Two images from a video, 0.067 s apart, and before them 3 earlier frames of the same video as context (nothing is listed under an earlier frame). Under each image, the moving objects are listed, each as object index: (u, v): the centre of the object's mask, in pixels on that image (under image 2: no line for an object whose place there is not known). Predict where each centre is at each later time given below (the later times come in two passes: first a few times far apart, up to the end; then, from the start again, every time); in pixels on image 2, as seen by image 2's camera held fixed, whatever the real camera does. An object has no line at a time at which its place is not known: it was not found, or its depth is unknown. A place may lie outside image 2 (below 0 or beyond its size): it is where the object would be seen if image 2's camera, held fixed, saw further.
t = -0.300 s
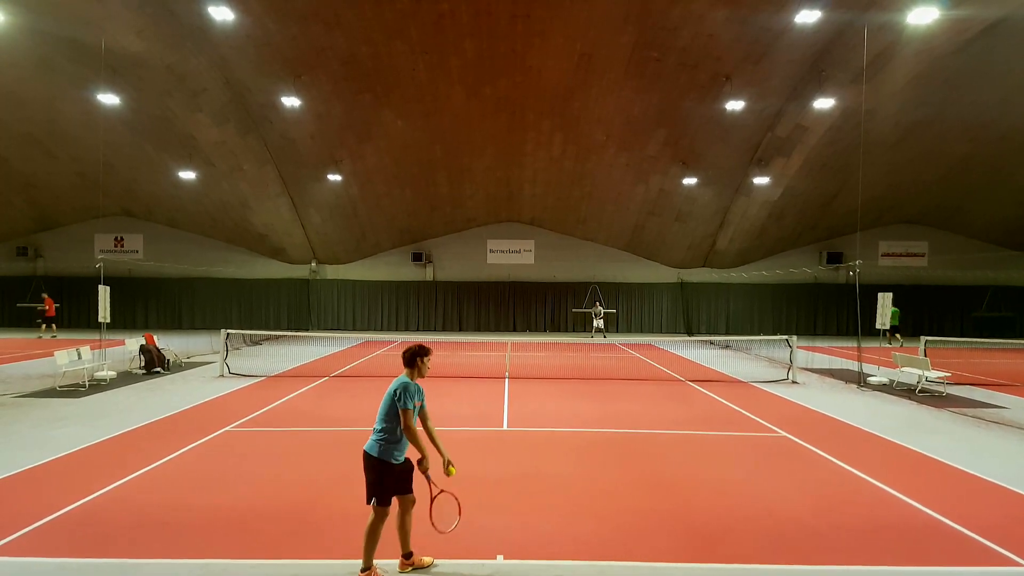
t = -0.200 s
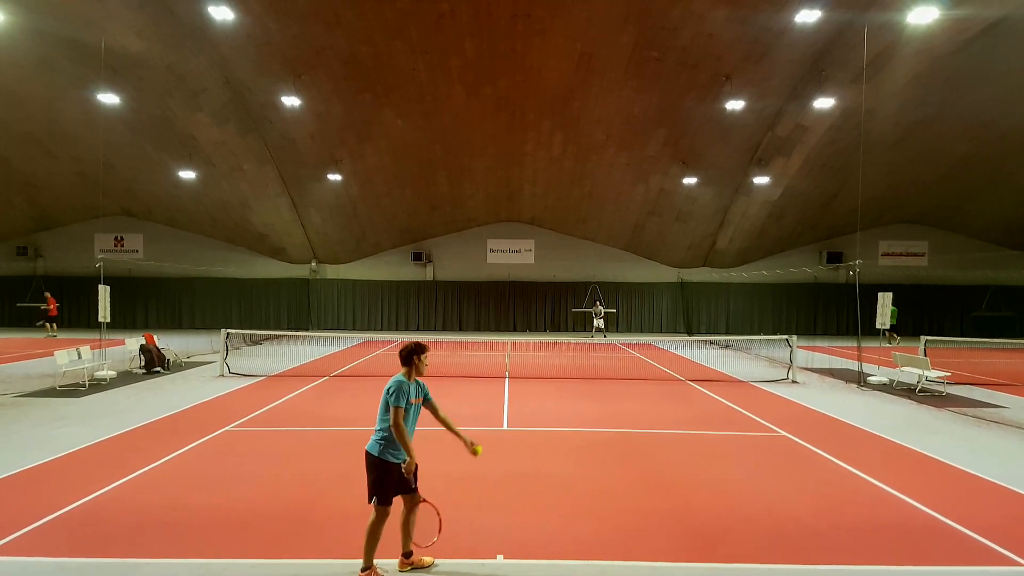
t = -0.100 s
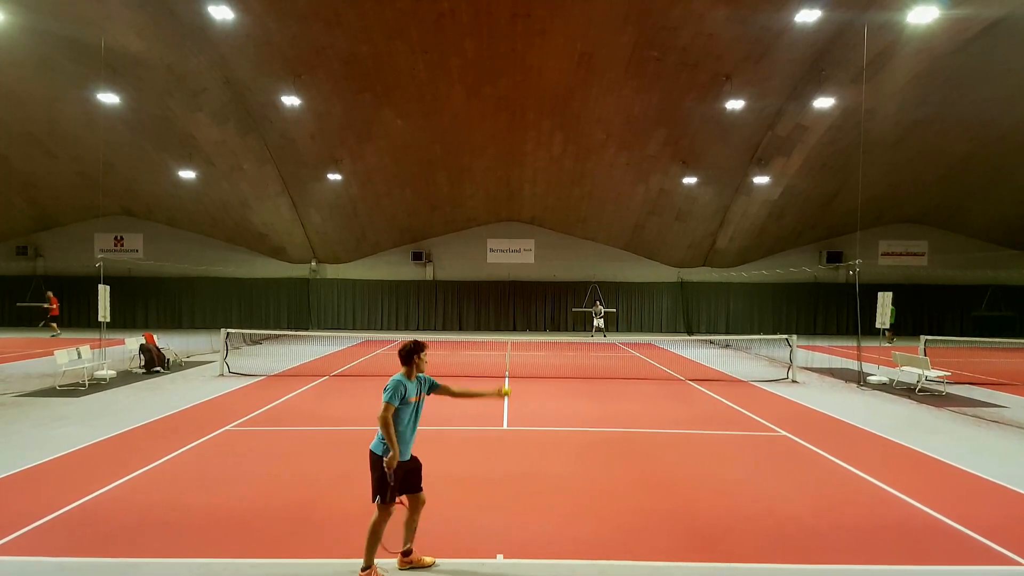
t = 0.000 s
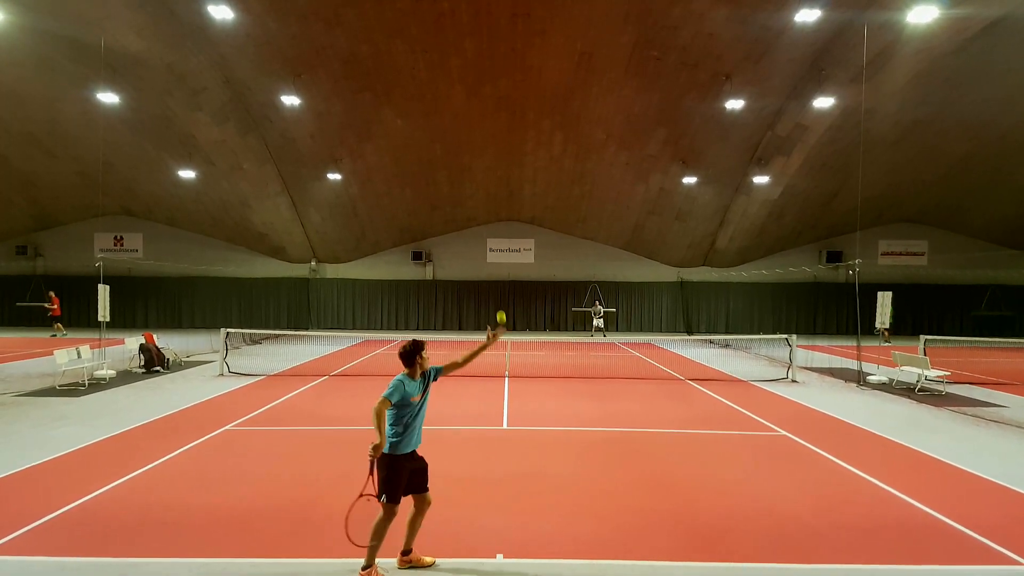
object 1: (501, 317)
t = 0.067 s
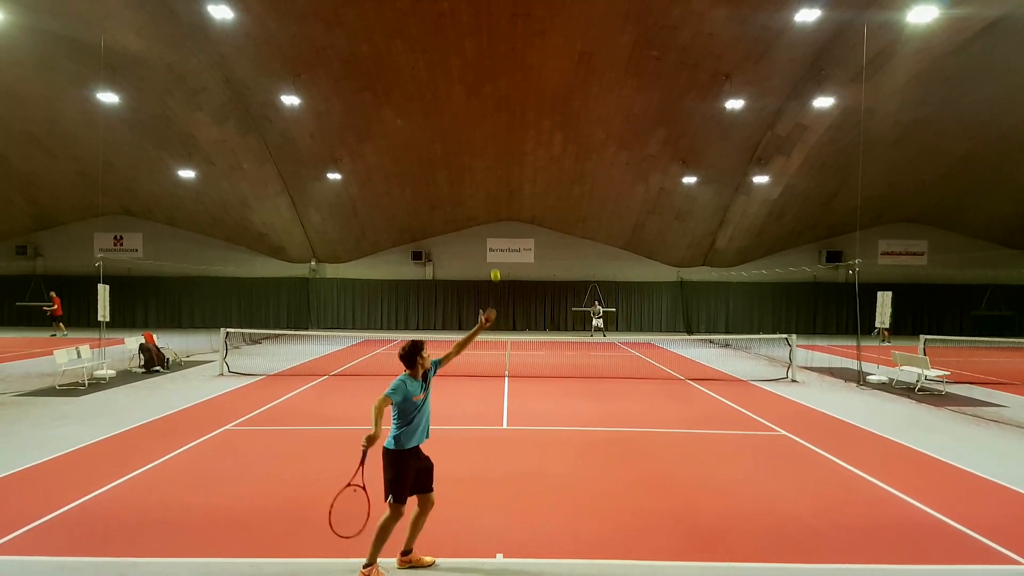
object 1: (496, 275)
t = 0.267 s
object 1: (479, 184)
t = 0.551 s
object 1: (455, 142)
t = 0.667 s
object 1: (445, 154)
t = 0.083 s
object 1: (494, 266)
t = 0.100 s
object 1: (493, 256)
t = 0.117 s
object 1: (491, 248)
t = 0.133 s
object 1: (490, 239)
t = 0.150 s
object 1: (489, 231)
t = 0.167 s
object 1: (487, 223)
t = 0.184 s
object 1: (486, 216)
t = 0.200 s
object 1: (484, 209)
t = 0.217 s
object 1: (483, 202)
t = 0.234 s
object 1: (482, 196)
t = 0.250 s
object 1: (480, 190)
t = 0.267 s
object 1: (479, 184)
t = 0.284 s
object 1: (478, 179)
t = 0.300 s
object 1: (476, 174)
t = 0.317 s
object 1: (478, 170)
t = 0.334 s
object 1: (475, 165)
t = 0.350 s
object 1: (472, 161)
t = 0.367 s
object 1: (471, 158)
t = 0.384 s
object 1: (469, 155)
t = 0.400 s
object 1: (467, 152)
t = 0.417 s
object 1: (466, 149)
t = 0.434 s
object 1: (465, 147)
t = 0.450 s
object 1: (463, 145)
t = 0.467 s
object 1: (462, 144)
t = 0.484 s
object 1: (461, 143)
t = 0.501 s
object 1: (459, 142)
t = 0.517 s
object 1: (457, 142)
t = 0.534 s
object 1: (456, 142)
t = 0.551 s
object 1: (455, 142)
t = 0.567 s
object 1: (453, 143)
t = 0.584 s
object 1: (452, 144)
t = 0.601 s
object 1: (451, 145)
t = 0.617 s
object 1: (449, 147)
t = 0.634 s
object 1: (448, 149)
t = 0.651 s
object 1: (446, 151)
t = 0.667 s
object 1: (445, 154)
